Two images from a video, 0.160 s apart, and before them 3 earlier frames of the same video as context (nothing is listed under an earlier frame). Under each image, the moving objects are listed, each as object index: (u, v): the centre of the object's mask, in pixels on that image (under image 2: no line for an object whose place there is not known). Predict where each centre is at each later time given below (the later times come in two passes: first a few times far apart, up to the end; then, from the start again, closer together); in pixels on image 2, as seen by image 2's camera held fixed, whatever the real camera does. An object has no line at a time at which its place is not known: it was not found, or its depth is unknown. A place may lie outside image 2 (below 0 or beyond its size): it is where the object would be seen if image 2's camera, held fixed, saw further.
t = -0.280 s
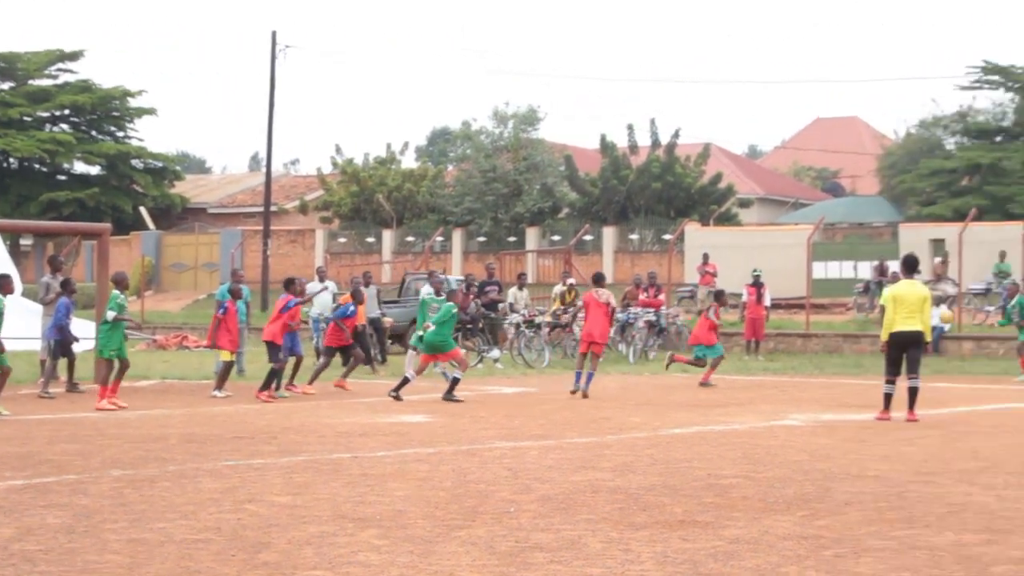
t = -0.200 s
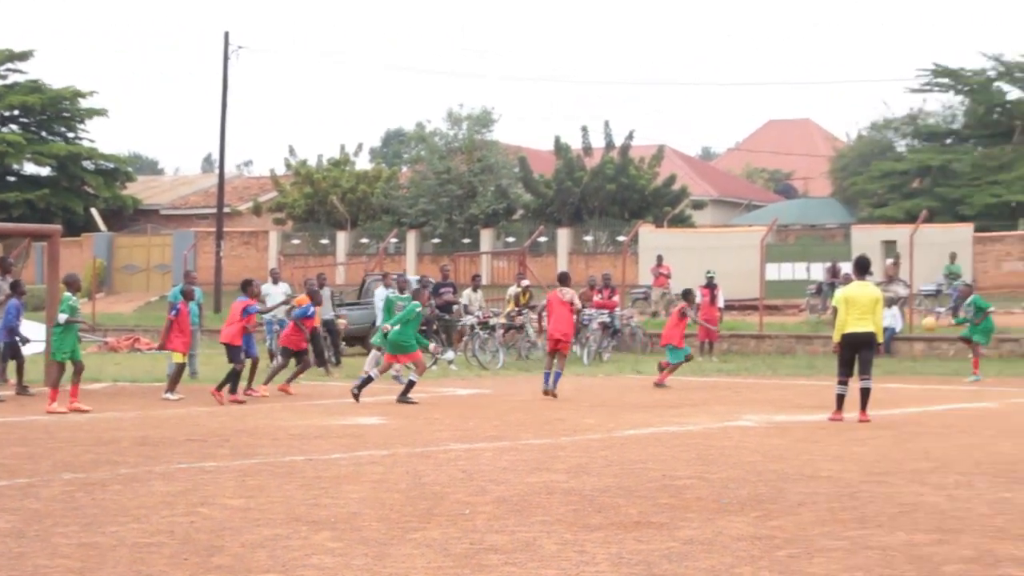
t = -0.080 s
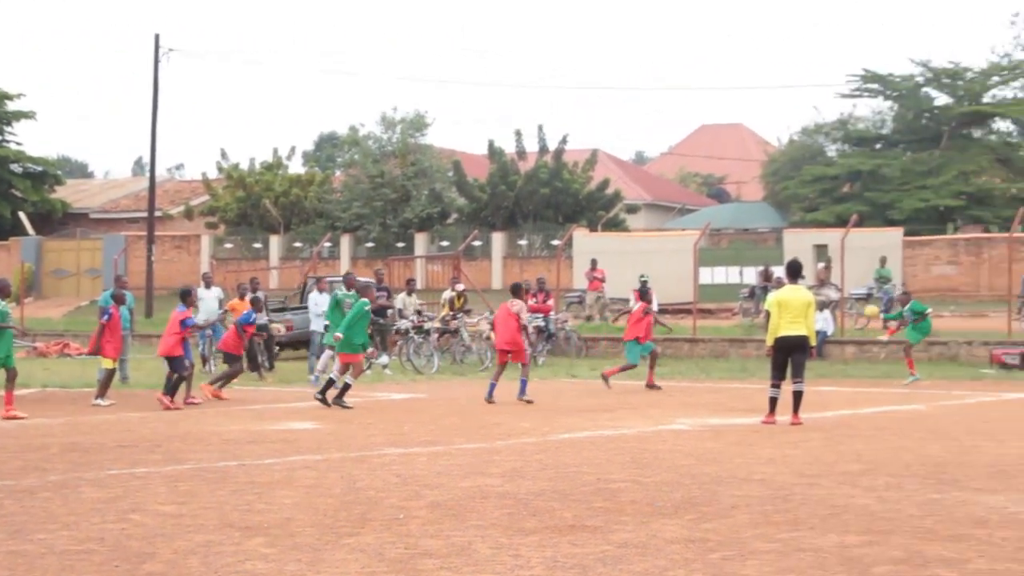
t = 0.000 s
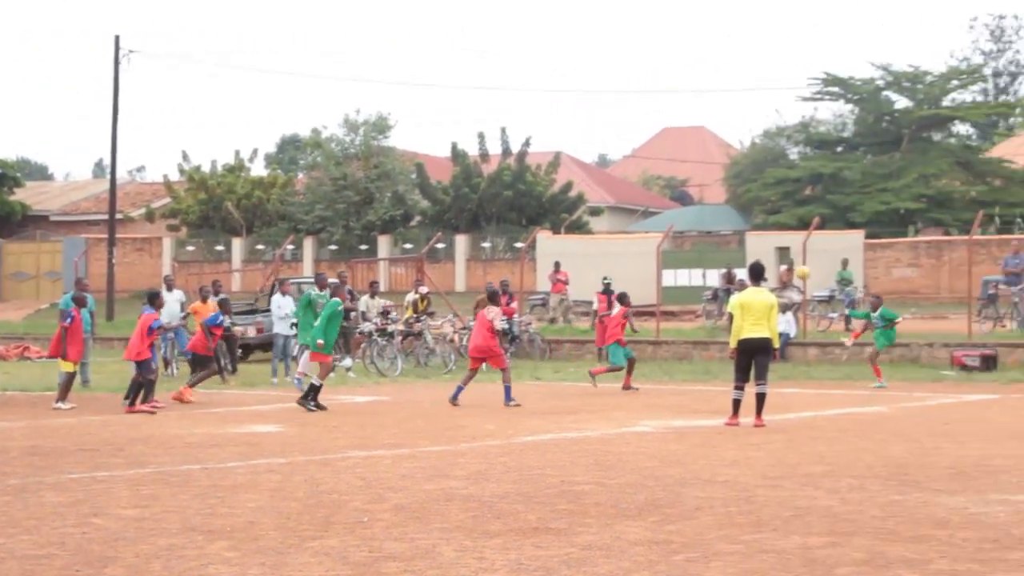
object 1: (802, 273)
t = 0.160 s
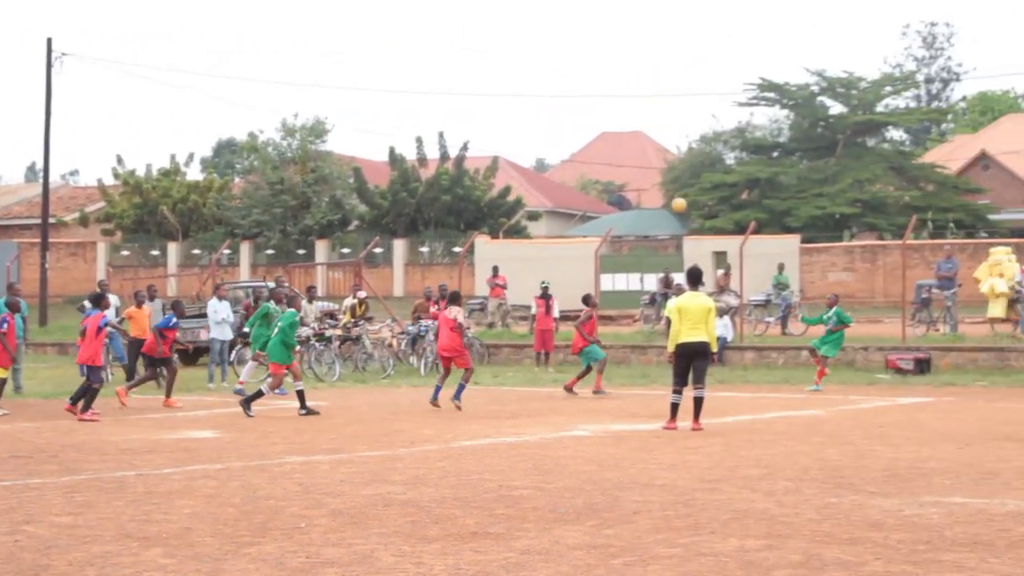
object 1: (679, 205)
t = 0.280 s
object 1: (631, 161)
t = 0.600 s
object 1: (496, 88)
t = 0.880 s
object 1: (368, 83)
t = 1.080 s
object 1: (274, 118)
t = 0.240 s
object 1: (647, 175)
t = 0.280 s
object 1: (631, 161)
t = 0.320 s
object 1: (615, 148)
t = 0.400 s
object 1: (582, 126)
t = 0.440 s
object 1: (565, 116)
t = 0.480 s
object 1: (548, 107)
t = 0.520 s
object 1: (531, 100)
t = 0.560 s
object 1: (514, 93)
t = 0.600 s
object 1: (496, 88)
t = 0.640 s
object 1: (479, 83)
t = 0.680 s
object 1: (461, 80)
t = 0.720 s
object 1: (443, 78)
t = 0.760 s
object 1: (424, 78)
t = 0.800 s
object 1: (406, 78)
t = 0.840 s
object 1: (387, 79)
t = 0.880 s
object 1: (368, 83)
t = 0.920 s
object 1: (349, 86)
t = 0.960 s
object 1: (330, 92)
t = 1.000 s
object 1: (311, 99)
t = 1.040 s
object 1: (292, 108)
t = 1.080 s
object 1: (274, 118)
